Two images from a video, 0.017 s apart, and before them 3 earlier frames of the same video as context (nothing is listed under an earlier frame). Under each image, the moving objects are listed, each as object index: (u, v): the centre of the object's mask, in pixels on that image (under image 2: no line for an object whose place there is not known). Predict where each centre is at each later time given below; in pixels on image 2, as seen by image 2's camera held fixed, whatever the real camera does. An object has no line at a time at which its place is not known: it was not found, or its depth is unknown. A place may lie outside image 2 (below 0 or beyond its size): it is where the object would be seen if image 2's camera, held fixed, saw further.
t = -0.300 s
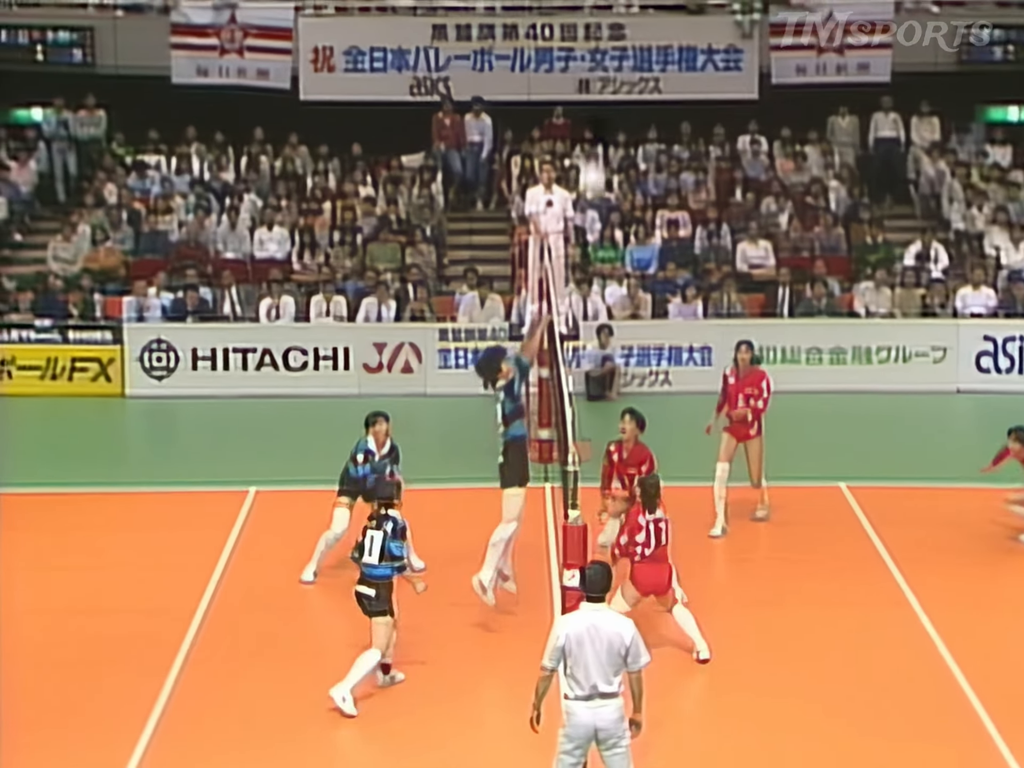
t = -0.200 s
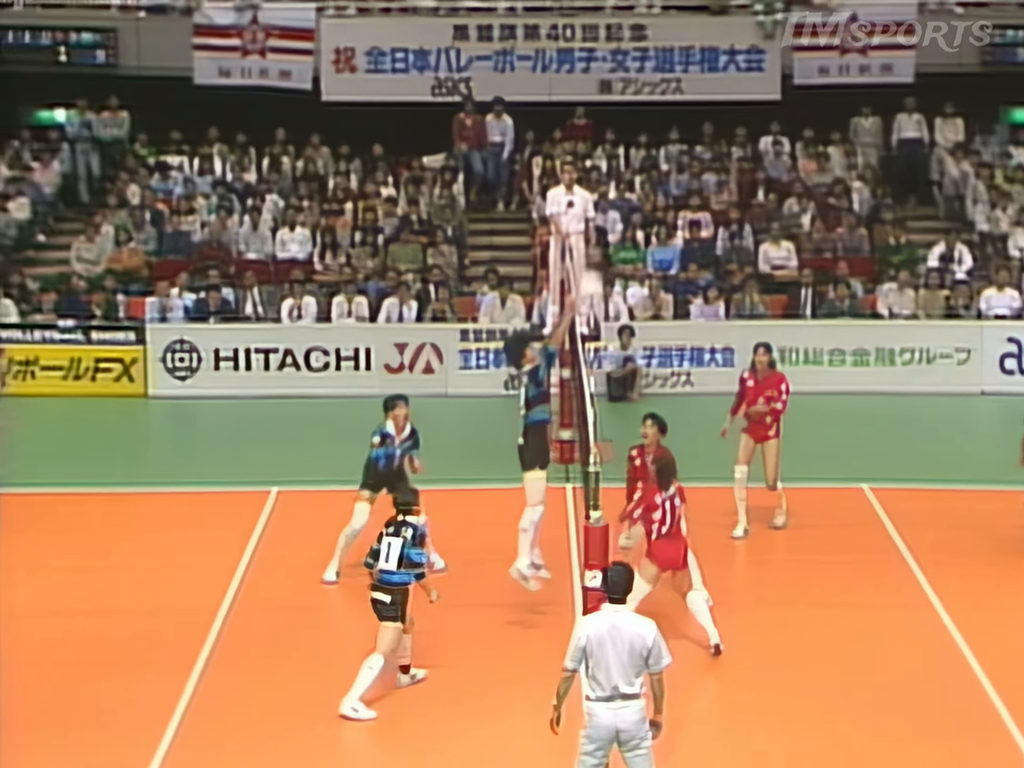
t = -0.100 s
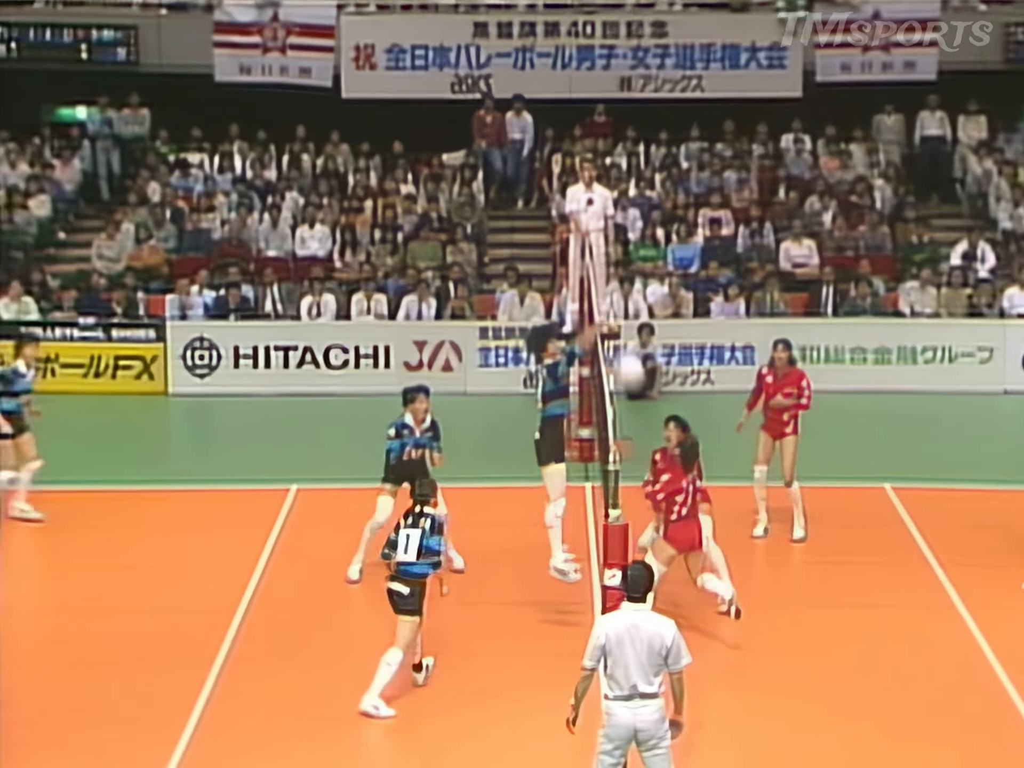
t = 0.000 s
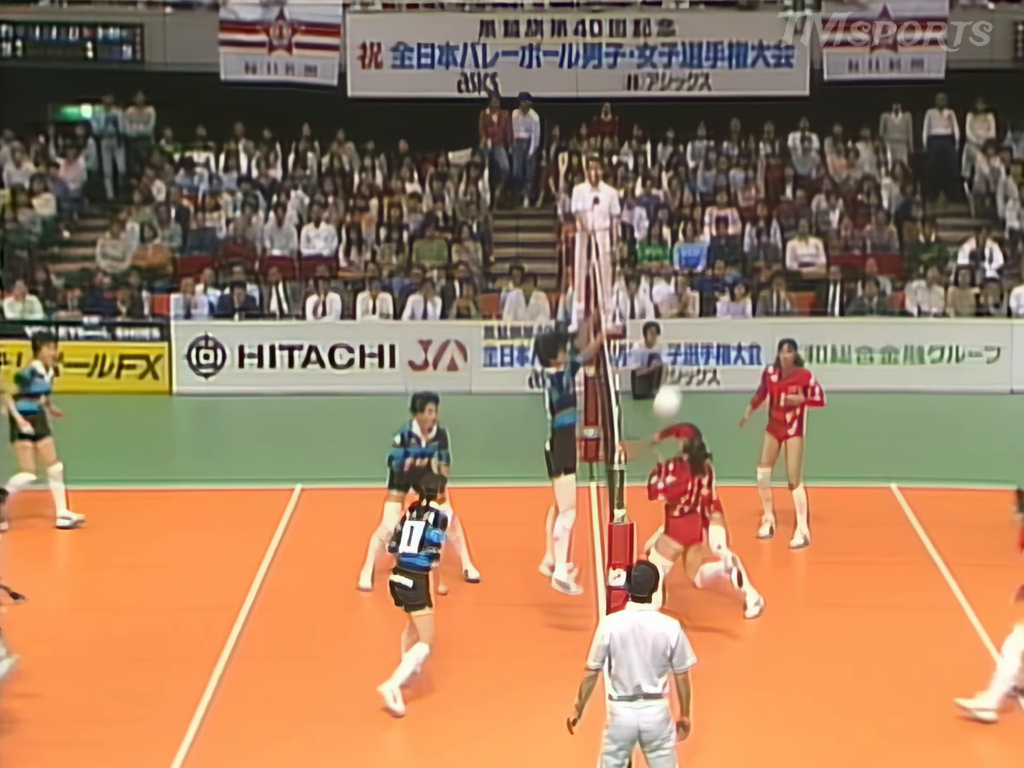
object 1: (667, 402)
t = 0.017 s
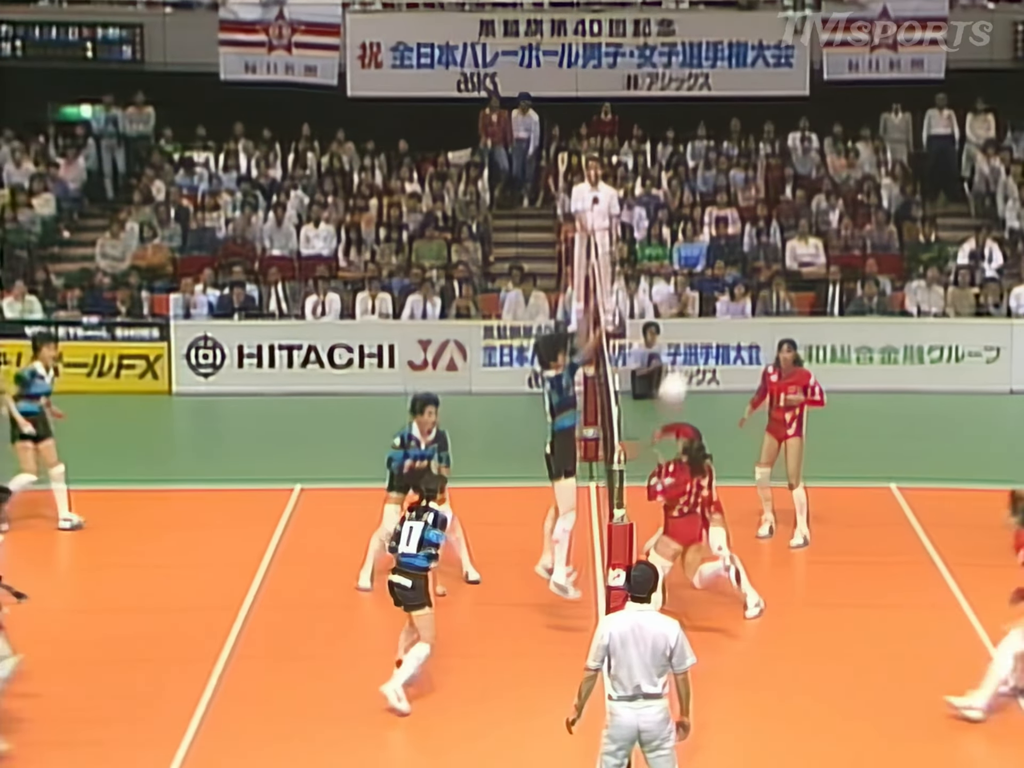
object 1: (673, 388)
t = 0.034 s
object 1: (681, 377)
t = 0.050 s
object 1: (688, 361)
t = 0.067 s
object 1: (696, 349)
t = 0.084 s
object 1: (702, 334)
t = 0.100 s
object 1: (711, 322)
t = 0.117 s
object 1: (718, 308)
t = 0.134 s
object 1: (727, 301)
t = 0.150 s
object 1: (733, 291)
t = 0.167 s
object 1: (741, 280)
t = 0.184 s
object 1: (747, 270)
